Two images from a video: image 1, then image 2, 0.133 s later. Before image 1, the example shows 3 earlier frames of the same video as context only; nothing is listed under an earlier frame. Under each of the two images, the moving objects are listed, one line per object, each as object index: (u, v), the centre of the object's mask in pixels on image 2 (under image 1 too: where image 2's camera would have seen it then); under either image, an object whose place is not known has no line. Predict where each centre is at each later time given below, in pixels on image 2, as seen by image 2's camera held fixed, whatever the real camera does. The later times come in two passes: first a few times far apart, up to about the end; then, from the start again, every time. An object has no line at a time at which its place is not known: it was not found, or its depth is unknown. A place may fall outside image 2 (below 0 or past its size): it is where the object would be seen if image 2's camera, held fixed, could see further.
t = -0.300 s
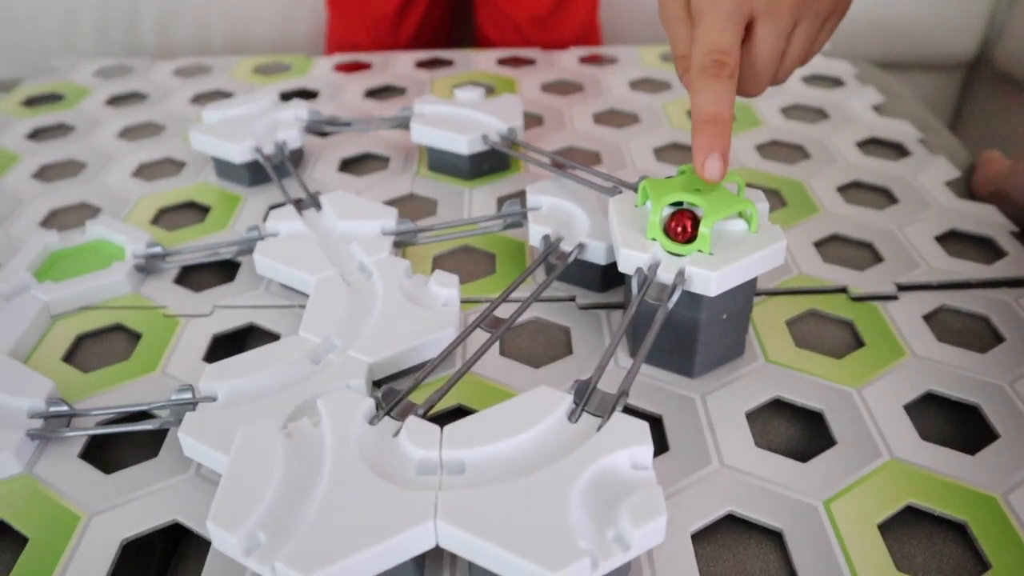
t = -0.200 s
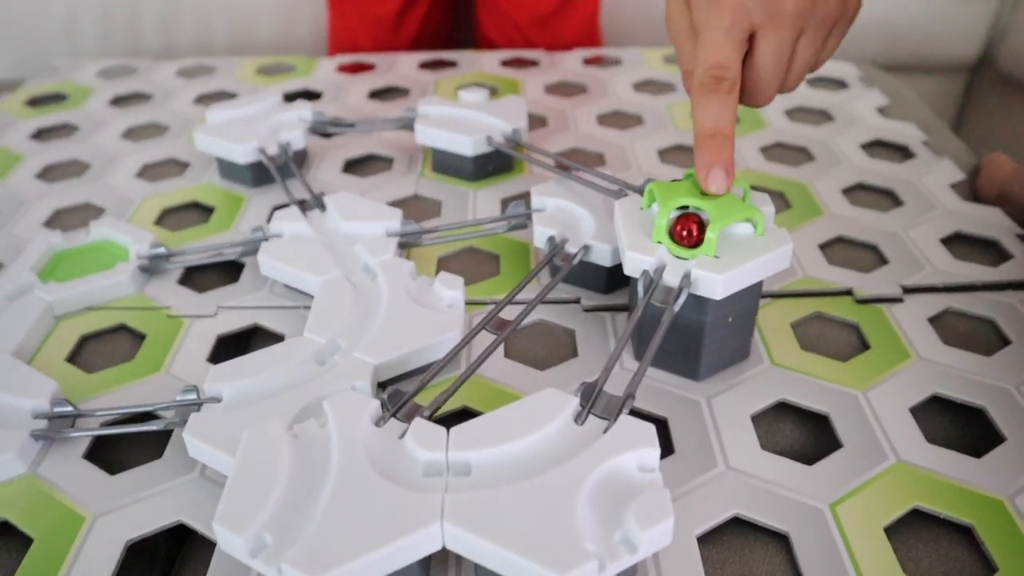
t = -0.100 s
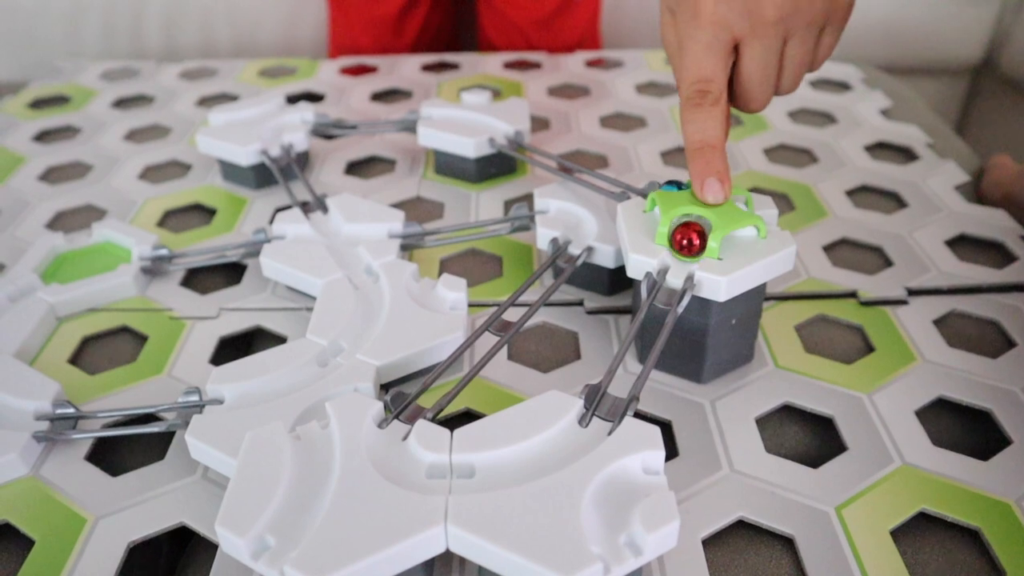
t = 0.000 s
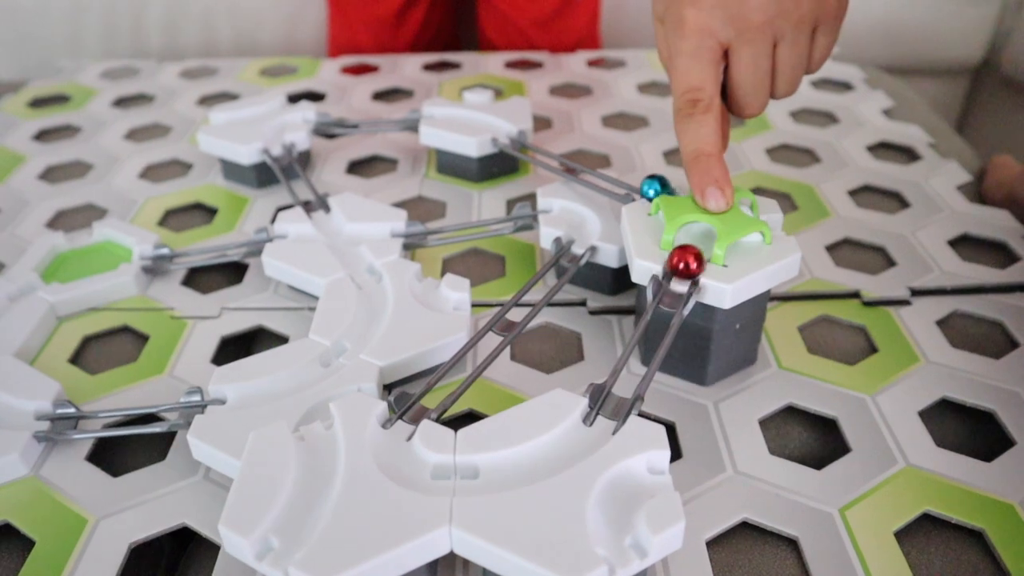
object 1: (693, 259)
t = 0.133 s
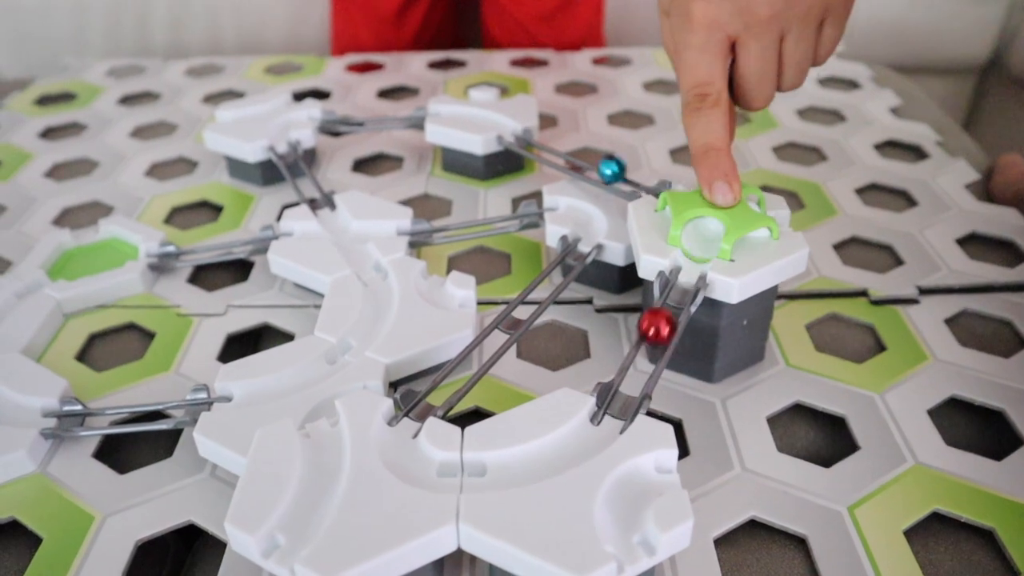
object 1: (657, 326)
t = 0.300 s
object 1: (541, 458)
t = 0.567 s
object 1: (453, 368)
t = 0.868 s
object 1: (587, 231)
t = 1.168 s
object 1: (390, 227)
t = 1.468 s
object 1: (128, 250)
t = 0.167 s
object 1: (644, 351)
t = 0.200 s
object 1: (627, 380)
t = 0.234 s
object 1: (608, 415)
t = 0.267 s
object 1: (578, 440)
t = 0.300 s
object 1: (541, 458)
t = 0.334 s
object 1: (499, 469)
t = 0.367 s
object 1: (453, 472)
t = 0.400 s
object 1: (417, 463)
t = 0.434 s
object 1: (399, 441)
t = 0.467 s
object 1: (402, 418)
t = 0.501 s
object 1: (416, 398)
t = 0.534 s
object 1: (437, 381)
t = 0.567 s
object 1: (453, 368)
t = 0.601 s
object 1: (468, 352)
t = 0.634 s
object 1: (484, 336)
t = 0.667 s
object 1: (500, 321)
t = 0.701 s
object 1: (516, 306)
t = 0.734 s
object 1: (531, 290)
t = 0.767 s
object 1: (546, 275)
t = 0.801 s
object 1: (560, 260)
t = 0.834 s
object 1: (574, 245)
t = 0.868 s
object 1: (587, 231)
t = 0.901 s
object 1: (588, 214)
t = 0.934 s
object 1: (572, 205)
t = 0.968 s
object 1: (545, 202)
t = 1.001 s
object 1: (522, 207)
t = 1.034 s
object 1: (497, 213)
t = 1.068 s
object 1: (472, 217)
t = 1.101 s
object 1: (445, 221)
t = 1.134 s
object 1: (419, 225)
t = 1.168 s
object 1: (390, 227)
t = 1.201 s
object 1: (359, 229)
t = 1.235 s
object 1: (330, 228)
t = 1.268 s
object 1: (301, 228)
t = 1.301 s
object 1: (274, 229)
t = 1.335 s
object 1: (247, 234)
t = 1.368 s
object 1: (220, 241)
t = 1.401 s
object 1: (191, 245)
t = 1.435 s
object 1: (163, 248)
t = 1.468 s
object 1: (128, 250)
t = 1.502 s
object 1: (96, 252)
